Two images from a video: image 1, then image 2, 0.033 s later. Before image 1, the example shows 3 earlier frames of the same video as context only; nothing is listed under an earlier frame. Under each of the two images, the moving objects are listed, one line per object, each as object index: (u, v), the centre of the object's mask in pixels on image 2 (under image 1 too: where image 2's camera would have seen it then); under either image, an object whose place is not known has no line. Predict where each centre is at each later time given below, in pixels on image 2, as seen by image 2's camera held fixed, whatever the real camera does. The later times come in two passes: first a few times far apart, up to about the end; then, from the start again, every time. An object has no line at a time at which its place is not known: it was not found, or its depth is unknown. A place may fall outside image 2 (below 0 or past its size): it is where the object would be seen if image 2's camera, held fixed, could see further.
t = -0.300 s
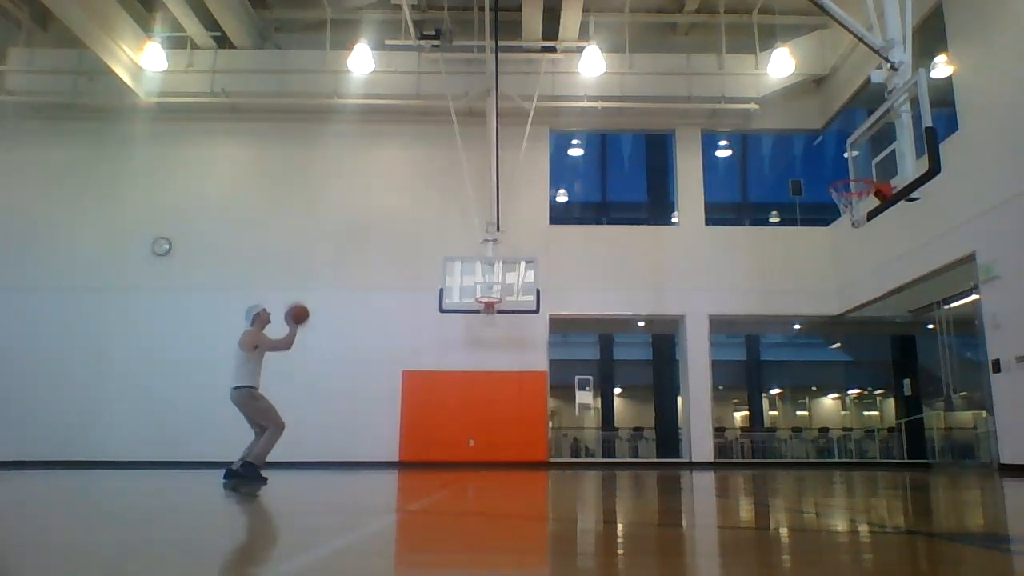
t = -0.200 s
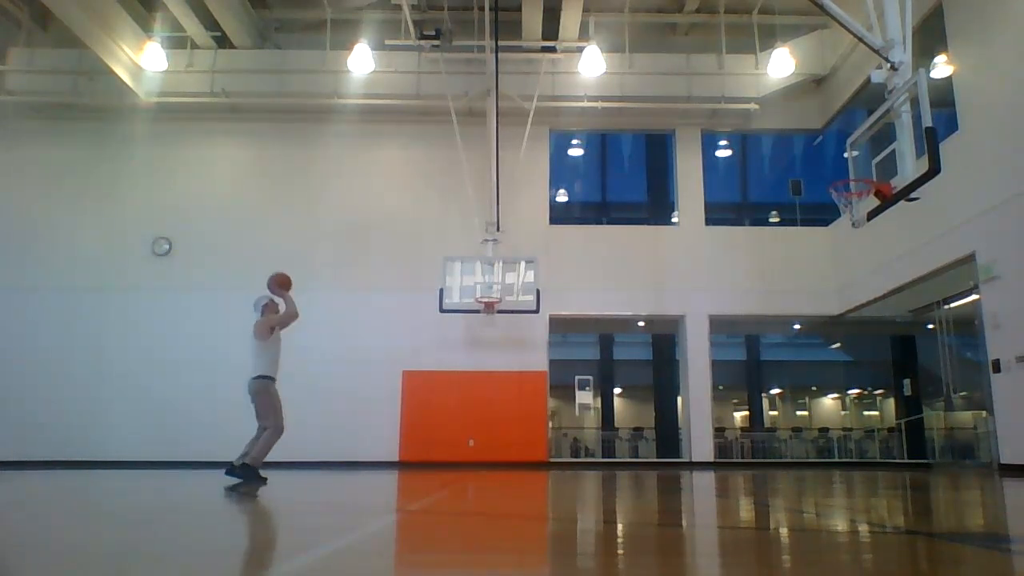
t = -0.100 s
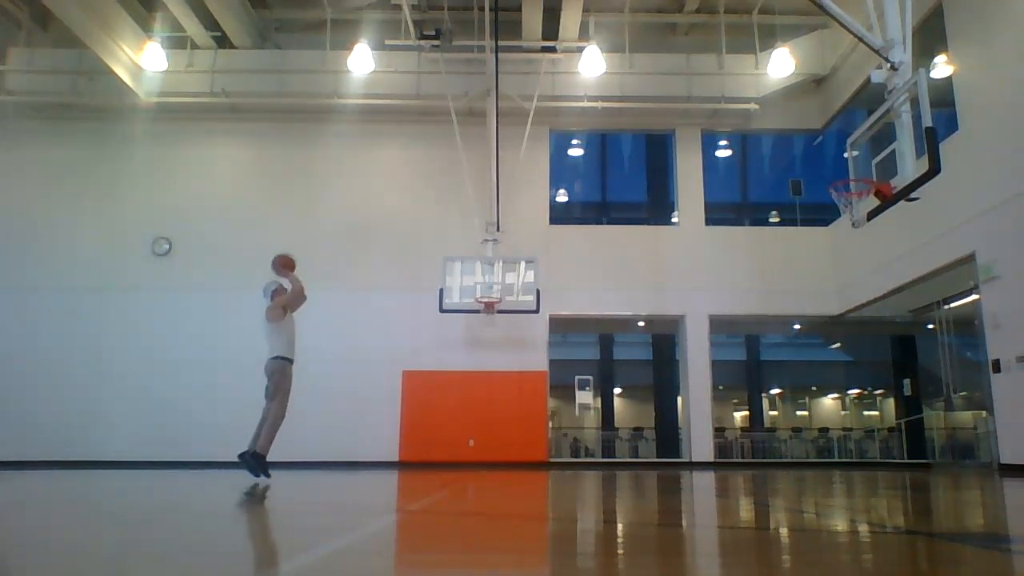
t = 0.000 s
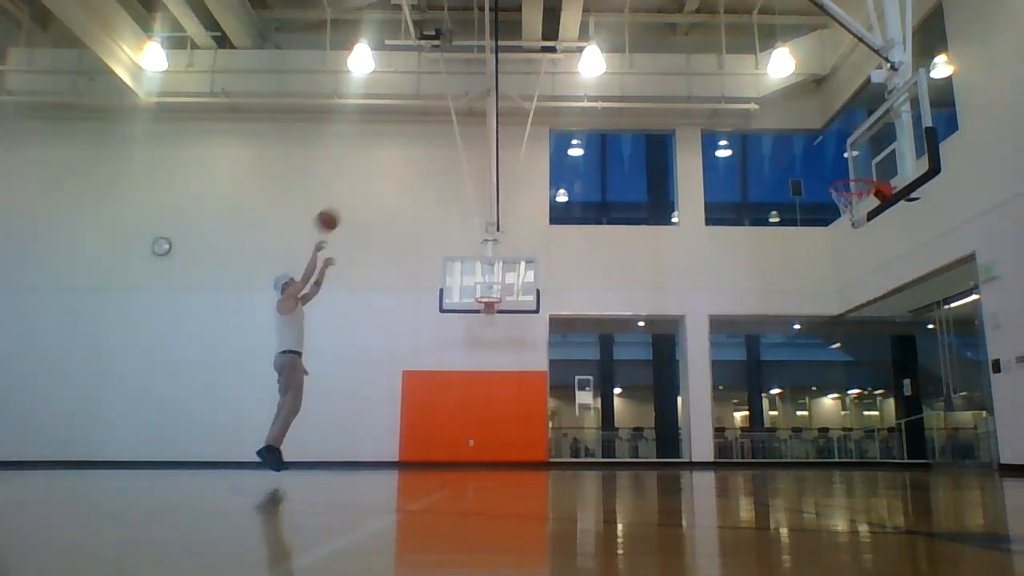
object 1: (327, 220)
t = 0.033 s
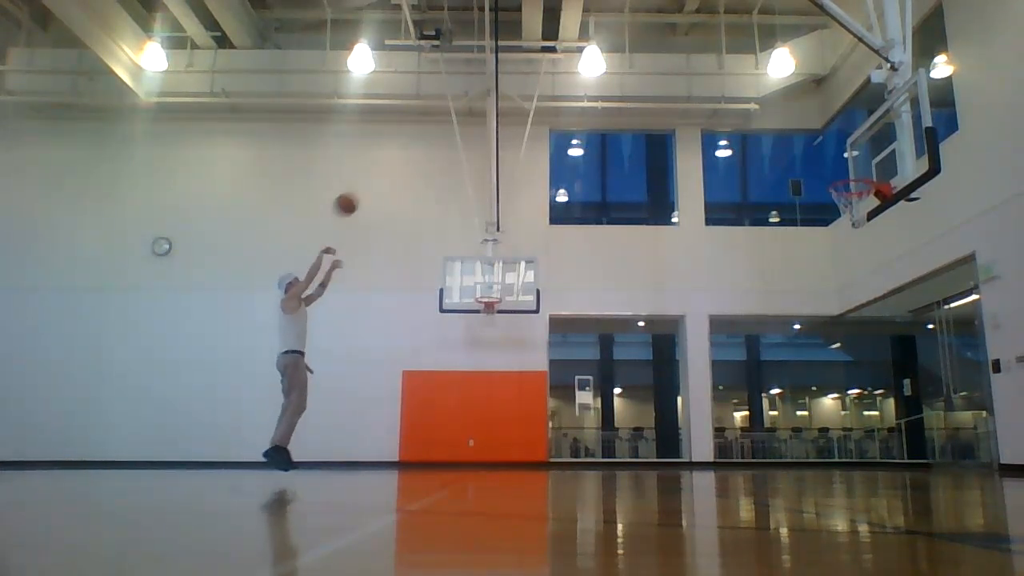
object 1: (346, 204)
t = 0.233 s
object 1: (452, 132)
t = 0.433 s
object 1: (550, 96)
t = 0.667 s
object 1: (661, 97)
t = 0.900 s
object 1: (772, 141)
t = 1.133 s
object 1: (851, 170)
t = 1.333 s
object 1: (854, 168)
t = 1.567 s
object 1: (827, 177)
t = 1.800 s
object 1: (816, 187)
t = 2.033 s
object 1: (803, 241)
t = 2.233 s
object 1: (796, 331)
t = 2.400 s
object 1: (793, 437)
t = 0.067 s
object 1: (364, 189)
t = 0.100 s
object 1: (383, 175)
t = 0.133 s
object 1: (400, 163)
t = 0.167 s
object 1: (418, 151)
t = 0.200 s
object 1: (435, 141)
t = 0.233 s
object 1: (452, 132)
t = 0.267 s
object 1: (470, 122)
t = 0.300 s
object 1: (484, 116)
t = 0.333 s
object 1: (503, 109)
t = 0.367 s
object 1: (518, 104)
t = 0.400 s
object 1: (535, 100)
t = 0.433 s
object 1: (550, 96)
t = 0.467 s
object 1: (566, 93)
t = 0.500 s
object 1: (583, 91)
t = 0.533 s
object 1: (598, 91)
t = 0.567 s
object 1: (615, 91)
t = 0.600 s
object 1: (629, 92)
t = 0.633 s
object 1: (646, 94)
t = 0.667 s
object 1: (661, 97)
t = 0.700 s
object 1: (677, 100)
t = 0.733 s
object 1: (693, 105)
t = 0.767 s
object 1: (709, 110)
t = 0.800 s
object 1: (723, 117)
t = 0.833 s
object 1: (740, 124)
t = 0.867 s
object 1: (756, 131)
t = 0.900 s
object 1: (772, 141)
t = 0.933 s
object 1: (788, 151)
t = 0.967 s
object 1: (805, 162)
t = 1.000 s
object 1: (820, 174)
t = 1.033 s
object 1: (831, 178)
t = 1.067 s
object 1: (837, 174)
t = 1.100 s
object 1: (844, 172)
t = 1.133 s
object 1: (851, 170)
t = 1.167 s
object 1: (860, 169)
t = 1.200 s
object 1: (866, 170)
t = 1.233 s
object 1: (871, 169)
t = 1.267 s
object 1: (864, 169)
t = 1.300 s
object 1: (860, 168)
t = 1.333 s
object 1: (854, 168)
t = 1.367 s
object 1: (848, 169)
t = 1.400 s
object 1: (843, 171)
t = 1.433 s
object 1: (836, 173)
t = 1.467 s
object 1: (832, 177)
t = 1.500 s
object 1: (829, 177)
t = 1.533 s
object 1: (829, 177)
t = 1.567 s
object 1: (827, 177)
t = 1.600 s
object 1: (826, 177)
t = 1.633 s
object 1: (825, 177)
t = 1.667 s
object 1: (822, 178)
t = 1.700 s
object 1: (820, 179)
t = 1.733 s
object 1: (819, 180)
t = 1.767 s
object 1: (817, 183)
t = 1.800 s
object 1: (816, 187)
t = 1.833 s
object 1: (813, 192)
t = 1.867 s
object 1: (811, 198)
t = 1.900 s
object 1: (809, 205)
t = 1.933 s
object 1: (807, 212)
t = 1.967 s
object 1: (806, 220)
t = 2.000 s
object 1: (805, 230)
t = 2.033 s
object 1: (803, 241)
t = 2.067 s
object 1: (802, 254)
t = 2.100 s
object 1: (800, 267)
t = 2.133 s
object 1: (799, 281)
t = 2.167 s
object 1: (798, 296)
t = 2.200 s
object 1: (797, 312)
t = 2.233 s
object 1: (796, 331)
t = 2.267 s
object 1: (796, 349)
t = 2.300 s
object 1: (795, 370)
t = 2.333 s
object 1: (794, 389)
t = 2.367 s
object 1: (793, 413)
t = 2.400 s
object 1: (793, 437)
